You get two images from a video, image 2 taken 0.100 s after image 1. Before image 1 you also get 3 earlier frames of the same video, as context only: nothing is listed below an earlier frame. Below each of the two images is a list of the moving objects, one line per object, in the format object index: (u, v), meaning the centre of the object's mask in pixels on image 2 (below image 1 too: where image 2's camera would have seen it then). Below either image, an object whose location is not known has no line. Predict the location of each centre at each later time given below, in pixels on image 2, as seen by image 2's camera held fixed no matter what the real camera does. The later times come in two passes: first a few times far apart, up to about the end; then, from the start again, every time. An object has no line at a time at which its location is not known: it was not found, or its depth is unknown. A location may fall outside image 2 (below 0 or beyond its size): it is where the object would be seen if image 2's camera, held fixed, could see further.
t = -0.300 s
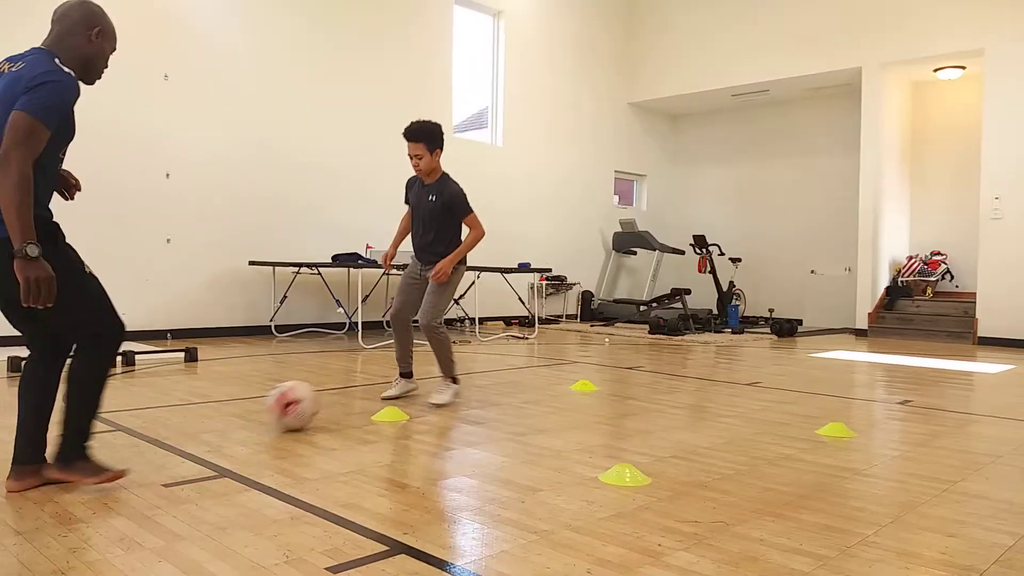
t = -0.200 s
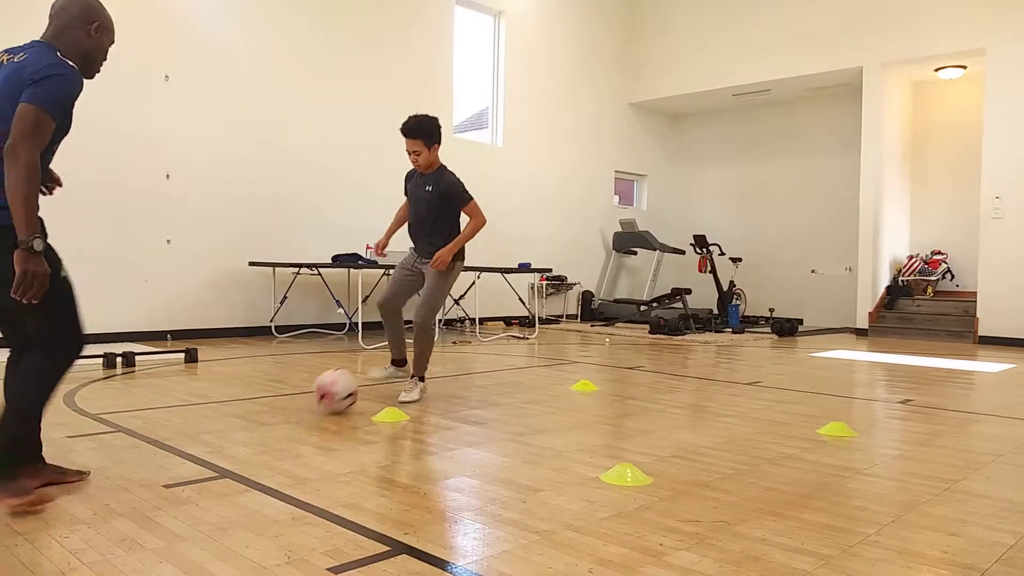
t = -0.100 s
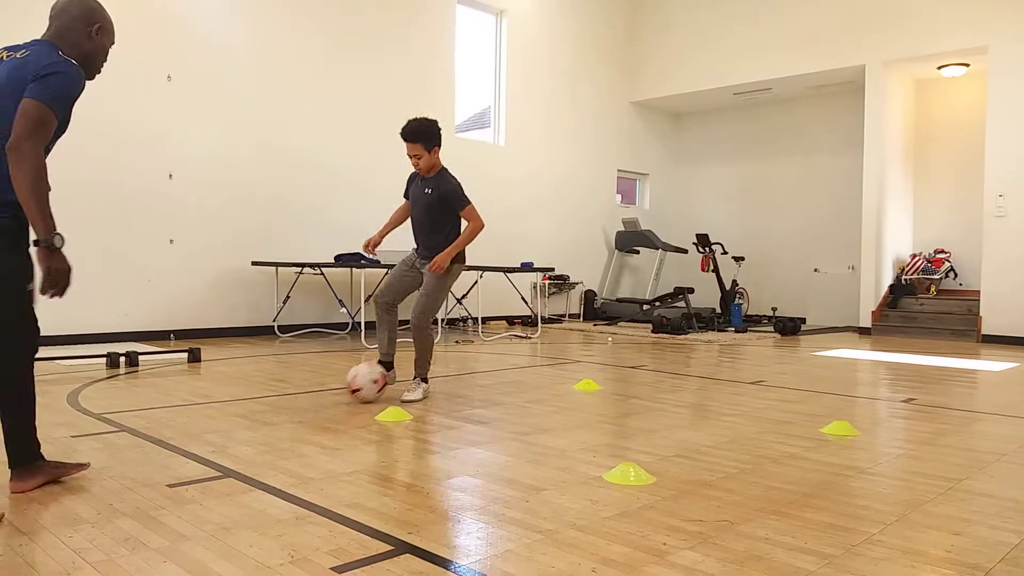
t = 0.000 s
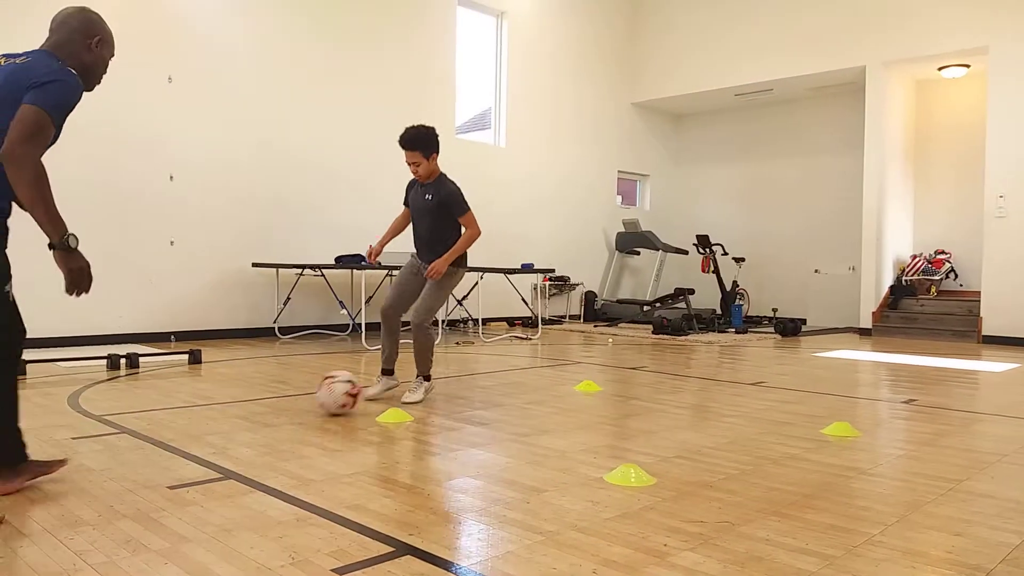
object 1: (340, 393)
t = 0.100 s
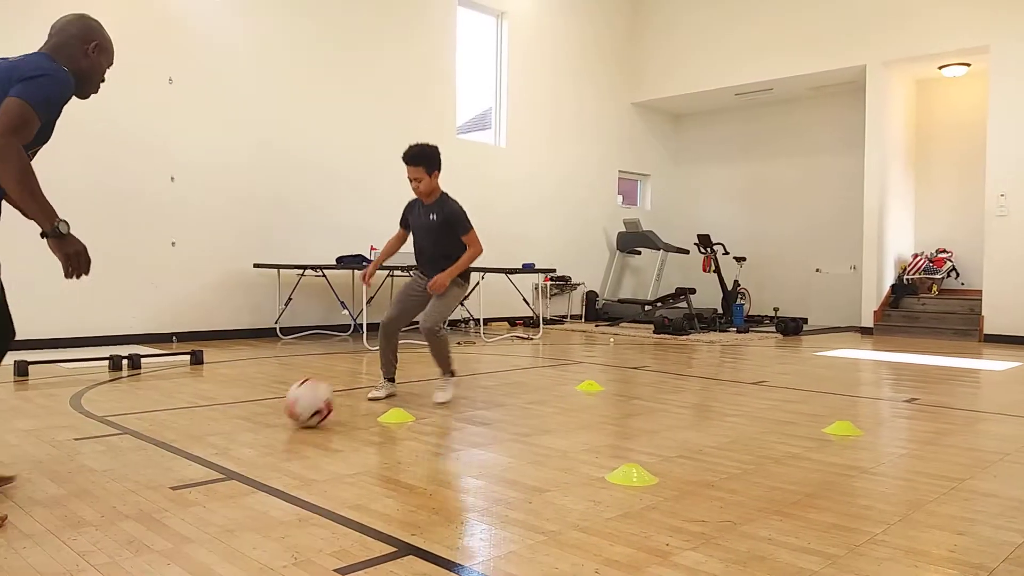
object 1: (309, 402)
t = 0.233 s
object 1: (268, 414)
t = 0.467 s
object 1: (182, 442)
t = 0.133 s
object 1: (299, 404)
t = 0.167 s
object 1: (290, 407)
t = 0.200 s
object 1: (279, 413)
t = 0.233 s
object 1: (268, 414)
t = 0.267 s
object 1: (257, 416)
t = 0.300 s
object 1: (246, 422)
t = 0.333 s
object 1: (234, 427)
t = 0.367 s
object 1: (222, 428)
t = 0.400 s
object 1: (210, 432)
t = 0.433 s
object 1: (197, 439)
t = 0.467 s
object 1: (182, 442)
